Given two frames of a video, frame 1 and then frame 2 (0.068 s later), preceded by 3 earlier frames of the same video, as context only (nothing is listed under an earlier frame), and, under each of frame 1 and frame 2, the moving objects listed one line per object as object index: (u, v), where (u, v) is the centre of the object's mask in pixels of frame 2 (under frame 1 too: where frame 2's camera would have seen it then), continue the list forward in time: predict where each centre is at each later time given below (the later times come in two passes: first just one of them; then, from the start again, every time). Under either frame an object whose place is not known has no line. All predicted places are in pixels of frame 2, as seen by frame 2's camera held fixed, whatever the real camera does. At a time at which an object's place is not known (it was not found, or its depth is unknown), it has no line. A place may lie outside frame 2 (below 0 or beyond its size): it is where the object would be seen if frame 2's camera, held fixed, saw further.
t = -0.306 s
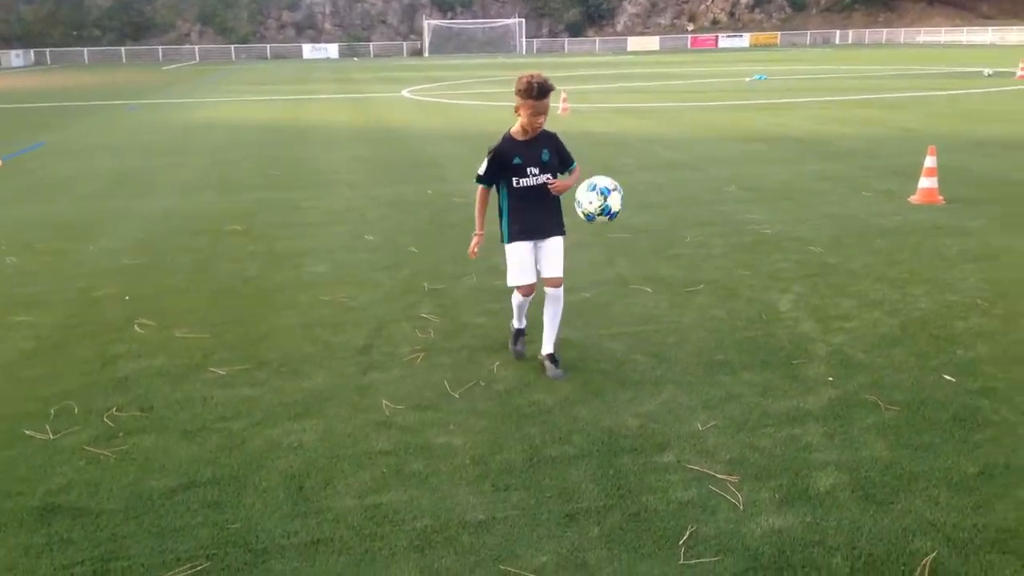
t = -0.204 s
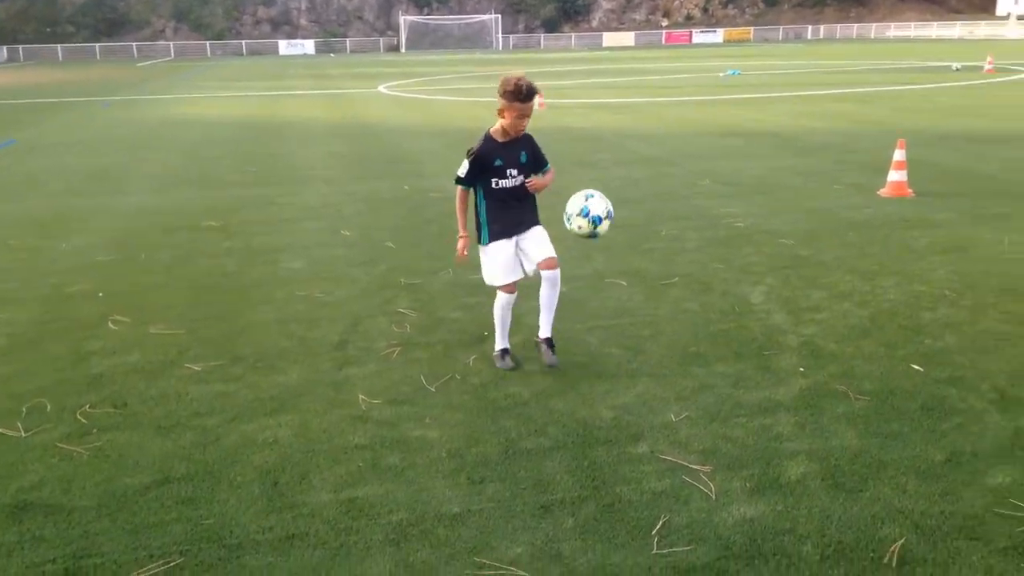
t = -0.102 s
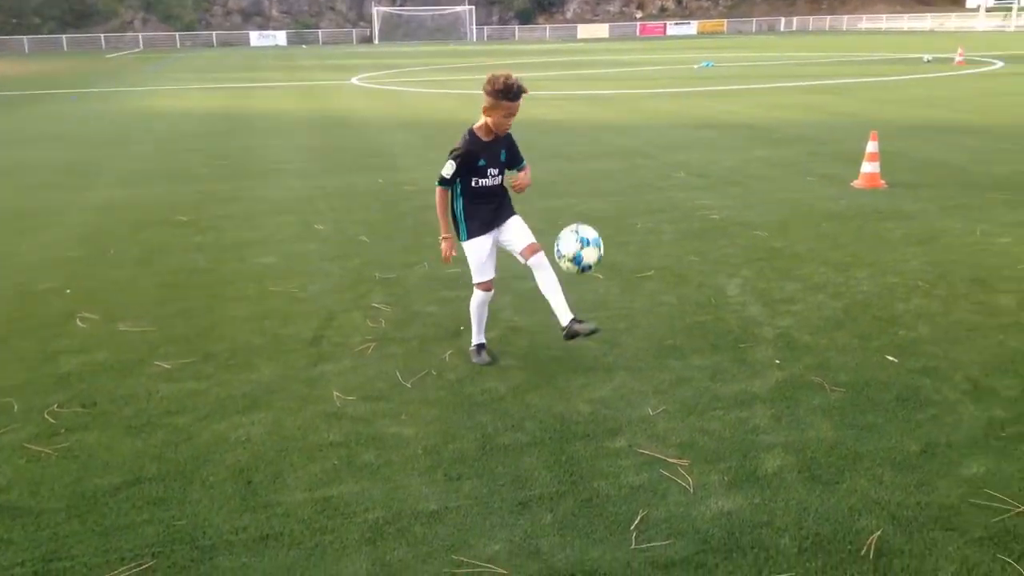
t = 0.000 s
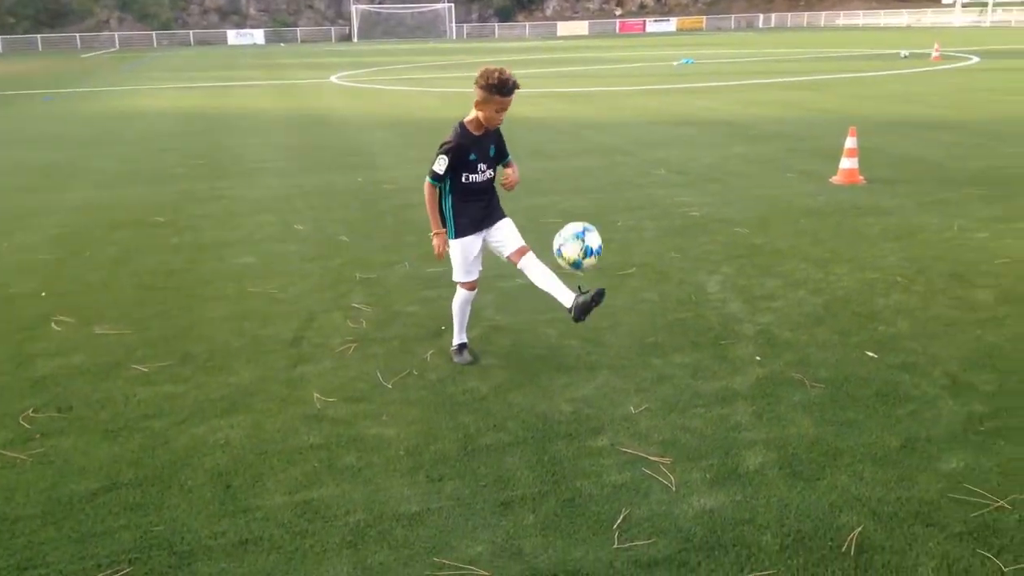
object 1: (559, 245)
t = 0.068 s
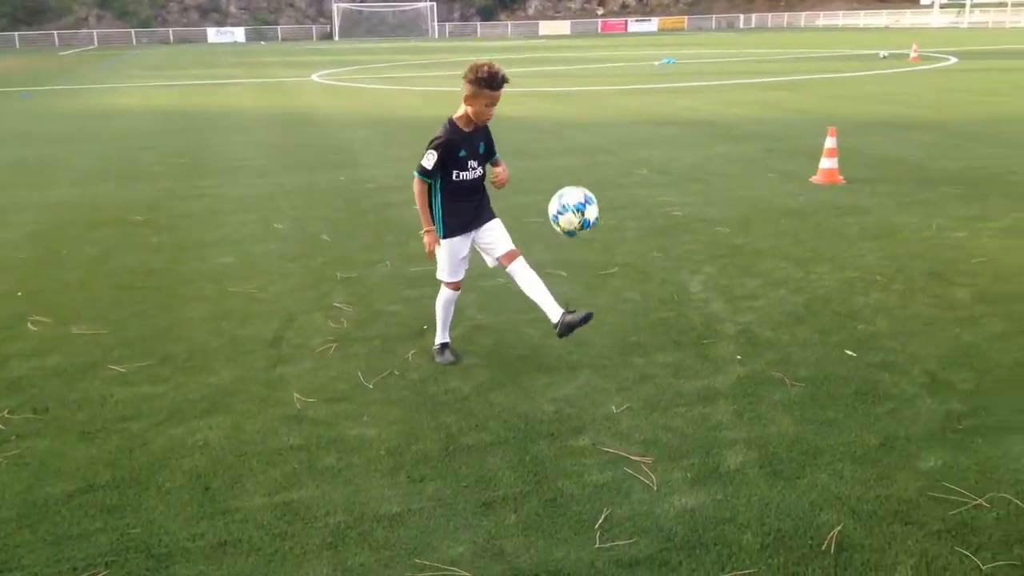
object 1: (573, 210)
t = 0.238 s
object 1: (610, 161)
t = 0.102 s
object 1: (580, 195)
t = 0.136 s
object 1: (587, 183)
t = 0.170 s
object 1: (594, 173)
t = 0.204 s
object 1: (602, 166)
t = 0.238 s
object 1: (610, 161)
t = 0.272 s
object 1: (618, 159)
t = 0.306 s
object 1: (625, 159)
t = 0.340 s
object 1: (632, 161)
